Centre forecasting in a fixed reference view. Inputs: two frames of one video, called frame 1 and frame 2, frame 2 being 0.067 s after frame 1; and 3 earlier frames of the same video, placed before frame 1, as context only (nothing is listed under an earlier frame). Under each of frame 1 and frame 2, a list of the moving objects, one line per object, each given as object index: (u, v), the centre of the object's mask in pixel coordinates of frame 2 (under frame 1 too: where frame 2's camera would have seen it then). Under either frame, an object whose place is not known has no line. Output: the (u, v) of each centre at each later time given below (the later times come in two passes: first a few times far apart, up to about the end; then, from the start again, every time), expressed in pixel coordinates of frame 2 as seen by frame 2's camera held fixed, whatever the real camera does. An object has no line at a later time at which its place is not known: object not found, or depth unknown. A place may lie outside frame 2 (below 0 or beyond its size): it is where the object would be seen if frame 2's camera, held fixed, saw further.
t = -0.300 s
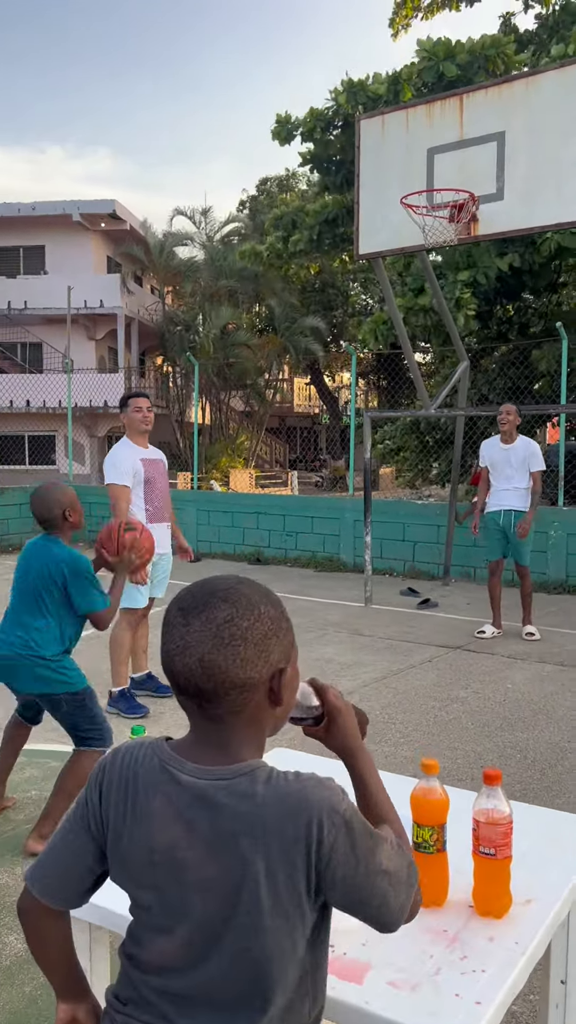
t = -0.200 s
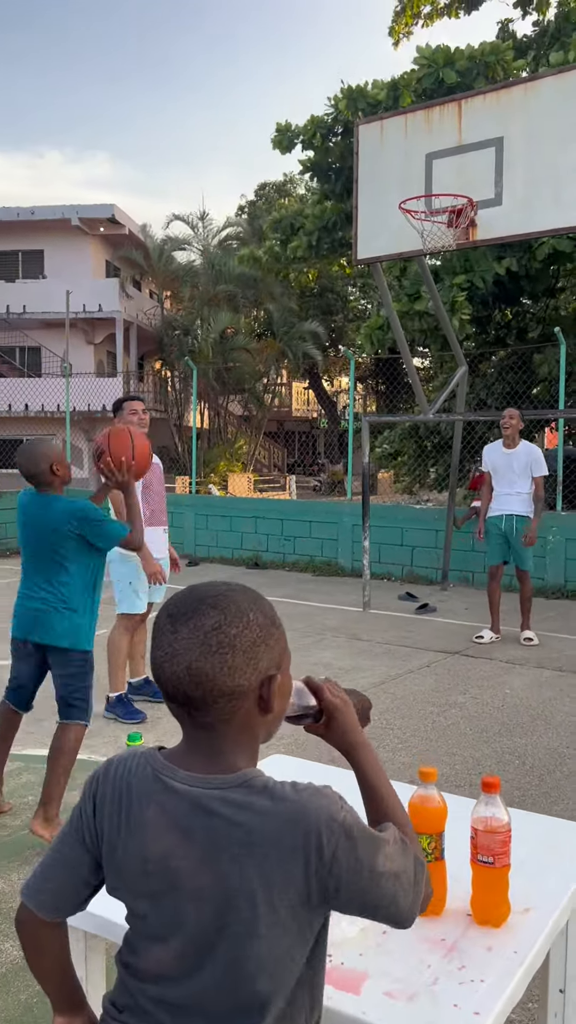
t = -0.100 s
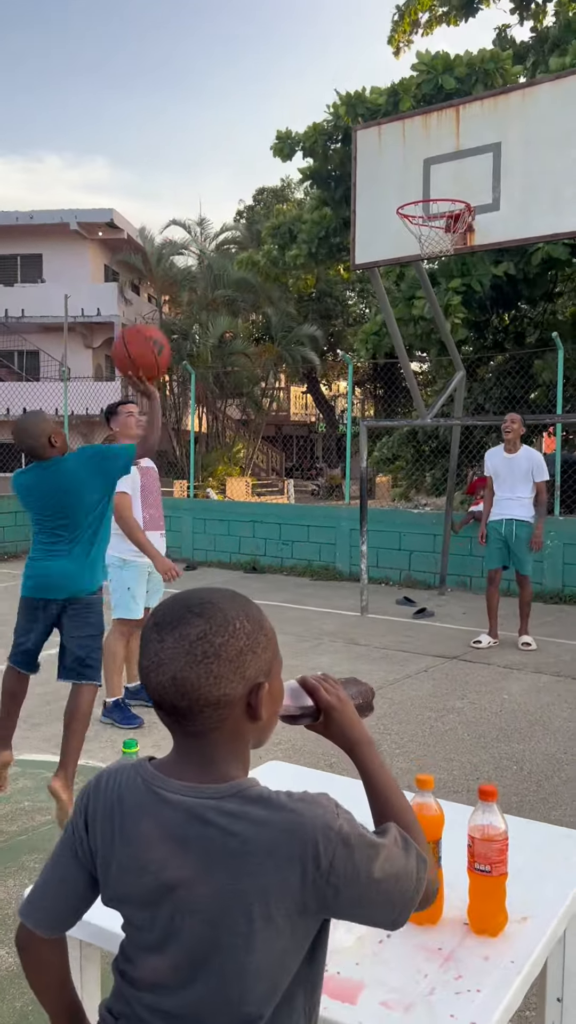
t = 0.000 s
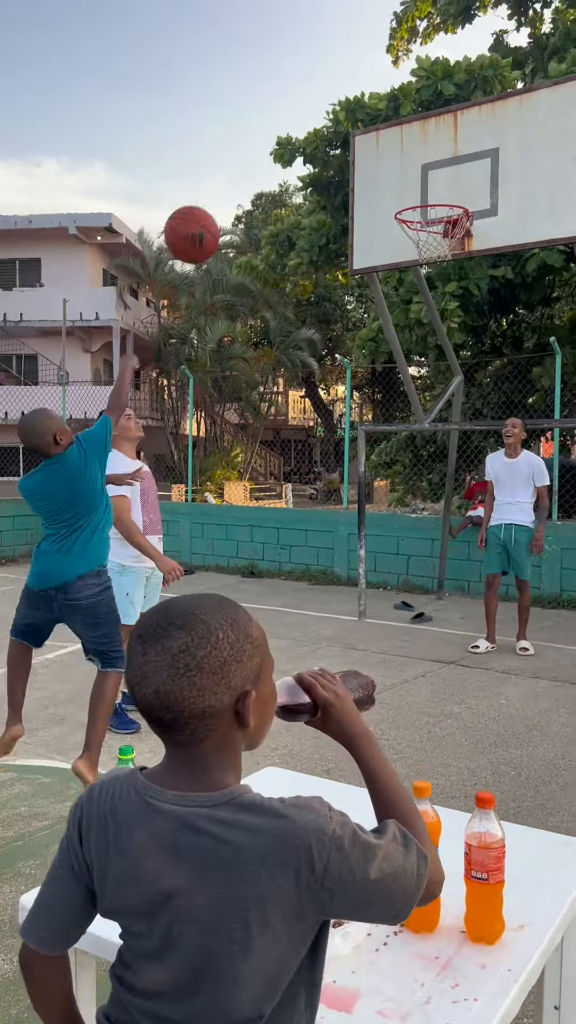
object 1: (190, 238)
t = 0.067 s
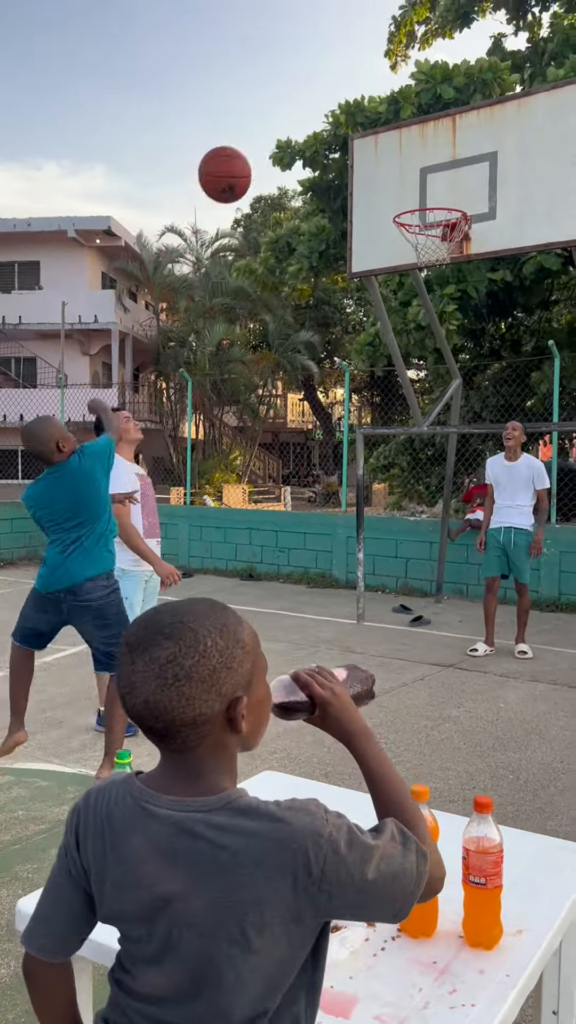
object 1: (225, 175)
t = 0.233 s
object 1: (301, 75)
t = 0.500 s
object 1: (399, 53)
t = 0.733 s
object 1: (465, 132)
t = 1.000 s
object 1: (486, 267)
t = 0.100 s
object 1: (241, 148)
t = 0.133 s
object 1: (257, 126)
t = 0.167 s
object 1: (272, 106)
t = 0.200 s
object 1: (287, 89)
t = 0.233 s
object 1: (301, 75)
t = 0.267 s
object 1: (315, 64)
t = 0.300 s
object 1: (328, 56)
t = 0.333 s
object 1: (341, 50)
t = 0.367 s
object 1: (353, 46)
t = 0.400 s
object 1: (365, 45)
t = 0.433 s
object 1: (377, 46)
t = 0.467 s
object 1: (388, 48)
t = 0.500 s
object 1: (399, 53)
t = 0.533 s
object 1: (409, 60)
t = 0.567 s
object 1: (420, 68)
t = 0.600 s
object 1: (429, 78)
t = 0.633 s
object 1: (439, 89)
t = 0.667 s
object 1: (448, 102)
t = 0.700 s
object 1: (457, 116)
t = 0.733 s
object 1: (465, 132)
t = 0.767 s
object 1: (473, 149)
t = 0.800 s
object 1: (482, 167)
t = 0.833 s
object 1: (489, 186)
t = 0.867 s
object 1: (497, 206)
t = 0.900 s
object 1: (502, 225)
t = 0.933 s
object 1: (496, 237)
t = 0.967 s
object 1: (492, 250)
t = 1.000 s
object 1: (486, 267)
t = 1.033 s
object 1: (481, 284)
